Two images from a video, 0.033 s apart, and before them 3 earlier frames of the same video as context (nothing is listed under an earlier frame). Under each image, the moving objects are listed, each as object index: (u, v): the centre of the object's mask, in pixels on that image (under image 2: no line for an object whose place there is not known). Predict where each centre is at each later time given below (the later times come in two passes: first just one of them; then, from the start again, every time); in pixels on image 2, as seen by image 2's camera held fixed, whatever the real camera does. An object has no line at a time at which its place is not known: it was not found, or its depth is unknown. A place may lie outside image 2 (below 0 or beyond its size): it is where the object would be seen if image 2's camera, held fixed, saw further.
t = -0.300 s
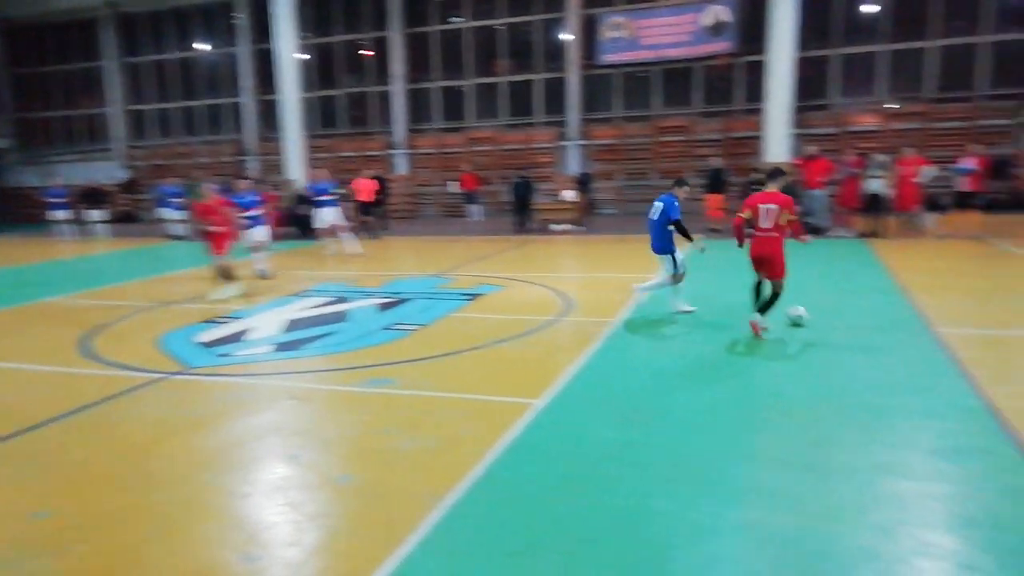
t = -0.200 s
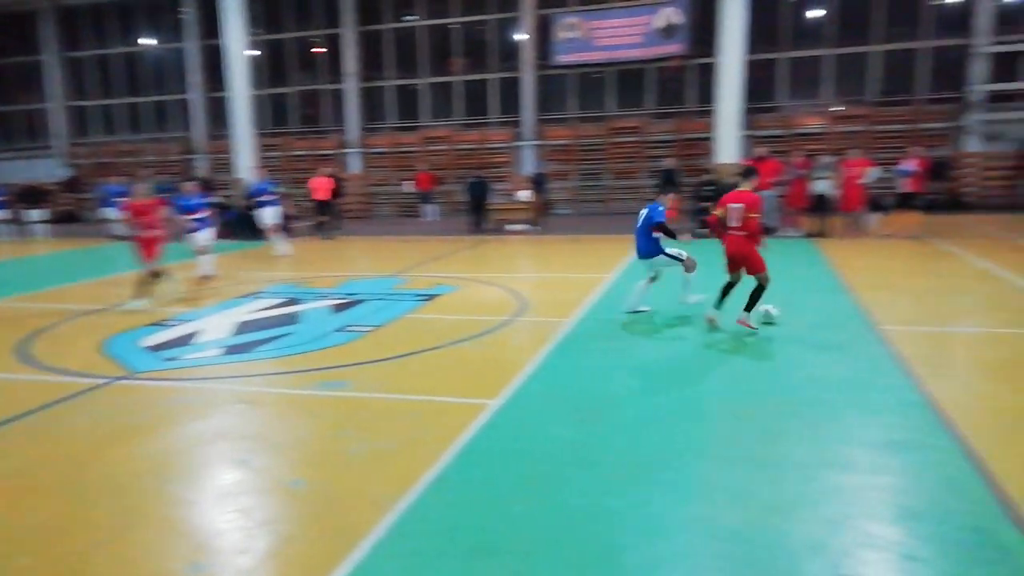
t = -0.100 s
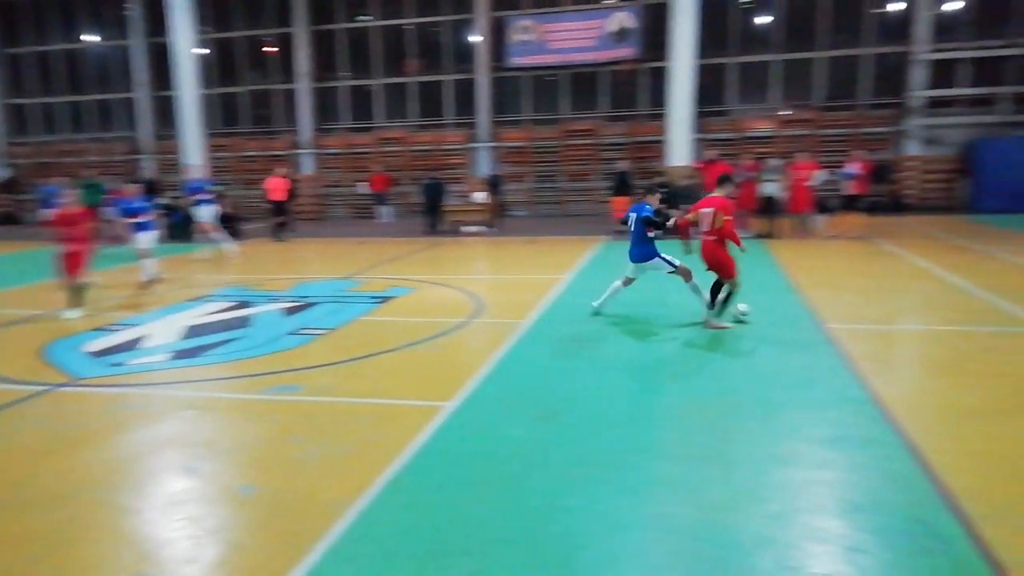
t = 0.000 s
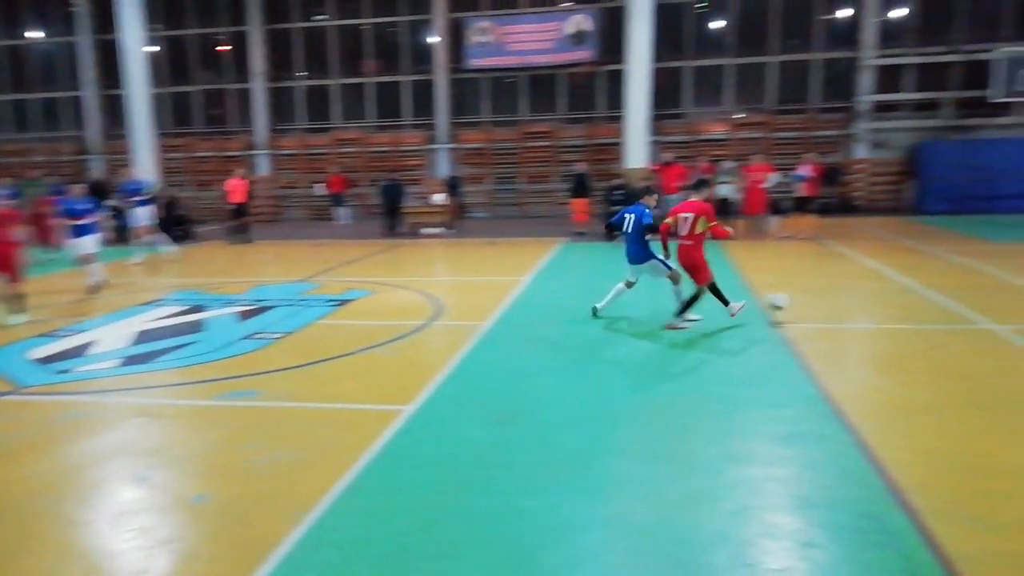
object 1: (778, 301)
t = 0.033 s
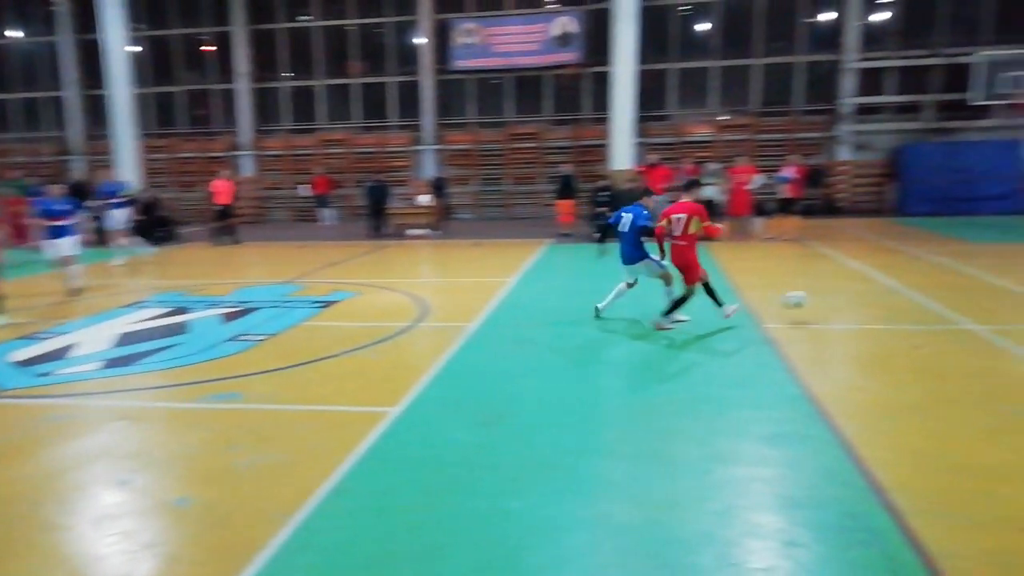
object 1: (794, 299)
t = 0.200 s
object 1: (964, 298)
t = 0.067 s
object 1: (829, 297)
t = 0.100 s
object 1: (863, 296)
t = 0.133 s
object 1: (895, 296)
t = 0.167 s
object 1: (930, 297)
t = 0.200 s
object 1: (964, 298)
